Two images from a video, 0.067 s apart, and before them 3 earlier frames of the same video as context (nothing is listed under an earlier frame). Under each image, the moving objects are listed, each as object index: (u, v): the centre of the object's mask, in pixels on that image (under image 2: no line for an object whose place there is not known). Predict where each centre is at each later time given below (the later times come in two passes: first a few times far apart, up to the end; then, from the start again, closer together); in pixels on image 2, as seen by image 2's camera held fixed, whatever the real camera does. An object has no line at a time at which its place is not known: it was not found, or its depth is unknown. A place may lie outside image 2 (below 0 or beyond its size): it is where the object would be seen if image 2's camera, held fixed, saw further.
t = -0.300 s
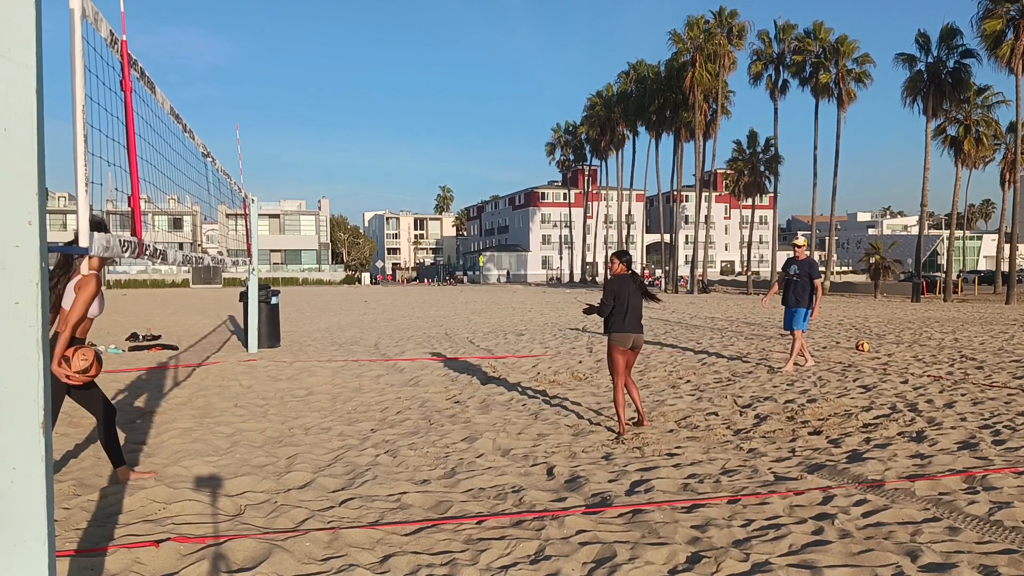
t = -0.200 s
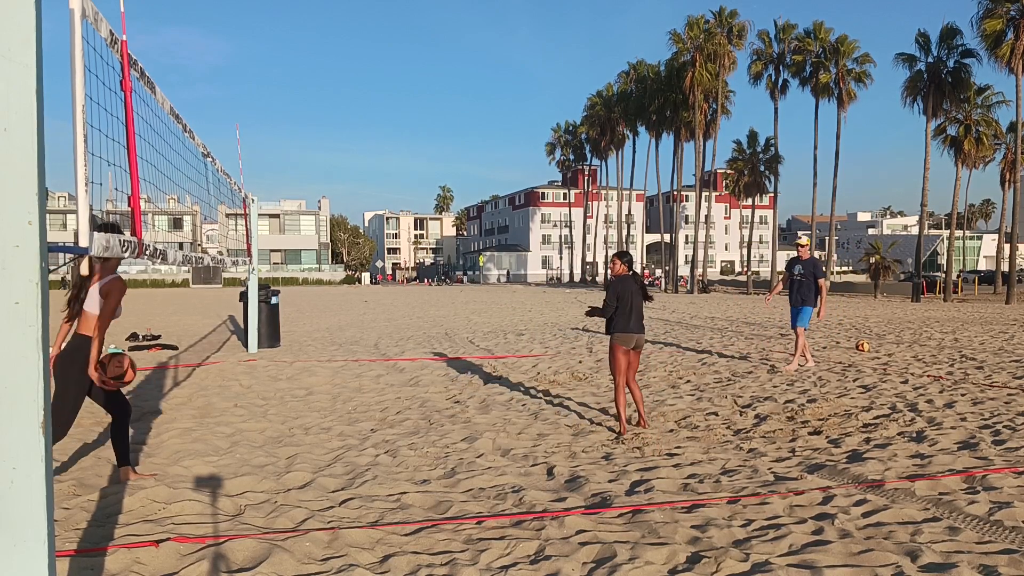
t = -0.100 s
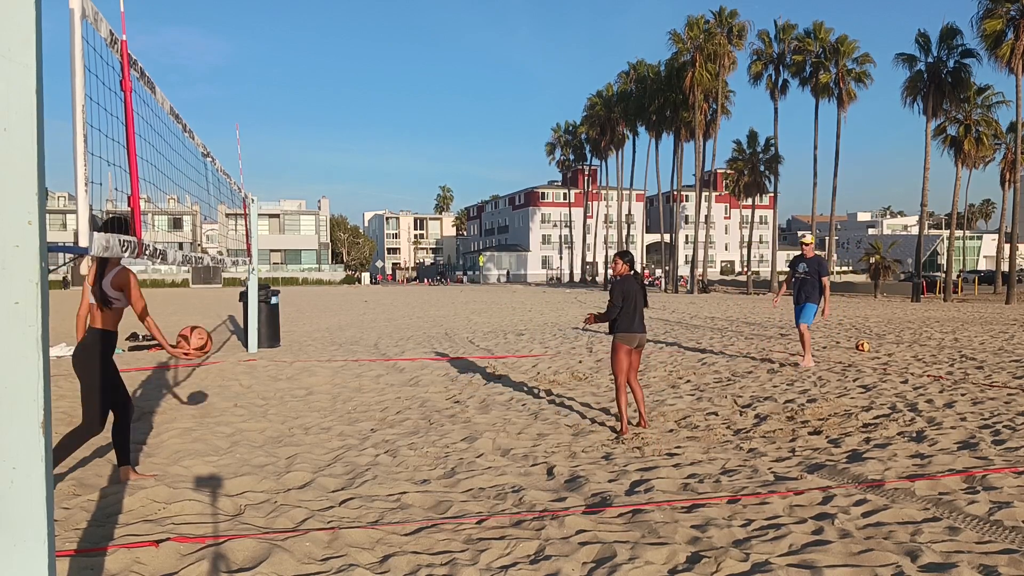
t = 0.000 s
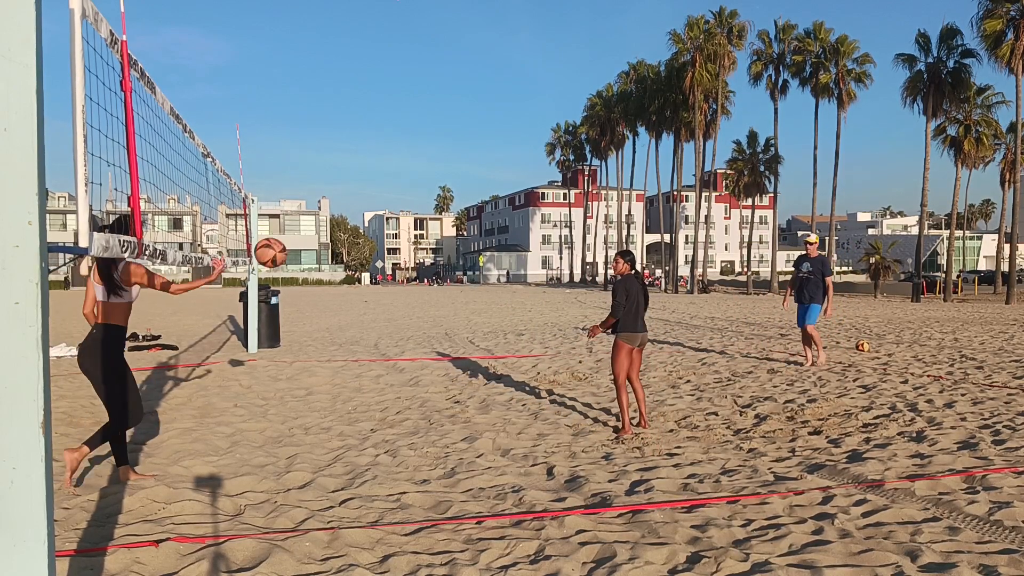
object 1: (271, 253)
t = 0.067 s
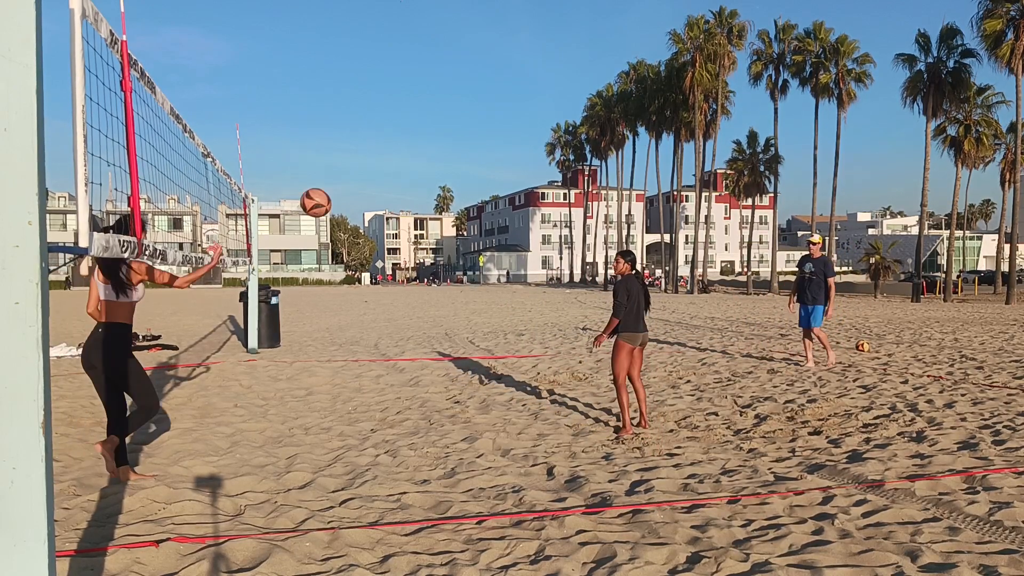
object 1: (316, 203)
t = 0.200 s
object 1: (394, 132)
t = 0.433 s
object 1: (504, 79)
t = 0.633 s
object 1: (578, 86)
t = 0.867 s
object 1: (648, 138)
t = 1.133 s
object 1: (709, 236)
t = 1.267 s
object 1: (734, 296)
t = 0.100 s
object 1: (337, 182)
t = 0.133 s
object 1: (357, 163)
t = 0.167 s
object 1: (376, 147)
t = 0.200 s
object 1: (394, 132)
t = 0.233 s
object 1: (412, 120)
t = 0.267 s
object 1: (428, 109)
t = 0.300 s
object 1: (445, 100)
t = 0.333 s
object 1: (461, 92)
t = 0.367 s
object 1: (476, 86)
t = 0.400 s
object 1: (490, 82)
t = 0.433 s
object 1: (504, 79)
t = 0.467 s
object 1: (518, 78)
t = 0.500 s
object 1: (531, 77)
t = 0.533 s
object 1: (543, 78)
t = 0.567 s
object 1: (556, 80)
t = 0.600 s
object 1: (567, 82)
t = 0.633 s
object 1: (578, 86)
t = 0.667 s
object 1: (589, 91)
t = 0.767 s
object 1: (621, 111)
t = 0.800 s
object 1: (630, 119)
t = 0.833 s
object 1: (640, 128)
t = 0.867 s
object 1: (648, 138)
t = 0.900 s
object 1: (657, 148)
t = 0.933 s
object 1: (665, 159)
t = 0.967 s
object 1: (673, 170)
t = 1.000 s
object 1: (681, 181)
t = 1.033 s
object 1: (688, 195)
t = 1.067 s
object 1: (695, 208)
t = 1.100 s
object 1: (702, 222)
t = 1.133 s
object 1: (709, 236)
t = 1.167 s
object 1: (716, 250)
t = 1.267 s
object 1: (734, 296)
